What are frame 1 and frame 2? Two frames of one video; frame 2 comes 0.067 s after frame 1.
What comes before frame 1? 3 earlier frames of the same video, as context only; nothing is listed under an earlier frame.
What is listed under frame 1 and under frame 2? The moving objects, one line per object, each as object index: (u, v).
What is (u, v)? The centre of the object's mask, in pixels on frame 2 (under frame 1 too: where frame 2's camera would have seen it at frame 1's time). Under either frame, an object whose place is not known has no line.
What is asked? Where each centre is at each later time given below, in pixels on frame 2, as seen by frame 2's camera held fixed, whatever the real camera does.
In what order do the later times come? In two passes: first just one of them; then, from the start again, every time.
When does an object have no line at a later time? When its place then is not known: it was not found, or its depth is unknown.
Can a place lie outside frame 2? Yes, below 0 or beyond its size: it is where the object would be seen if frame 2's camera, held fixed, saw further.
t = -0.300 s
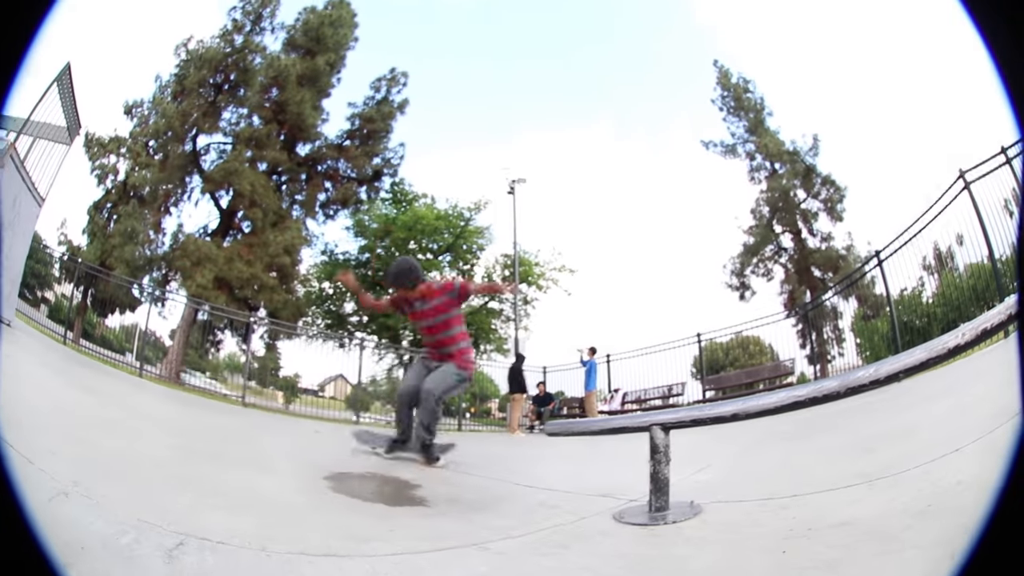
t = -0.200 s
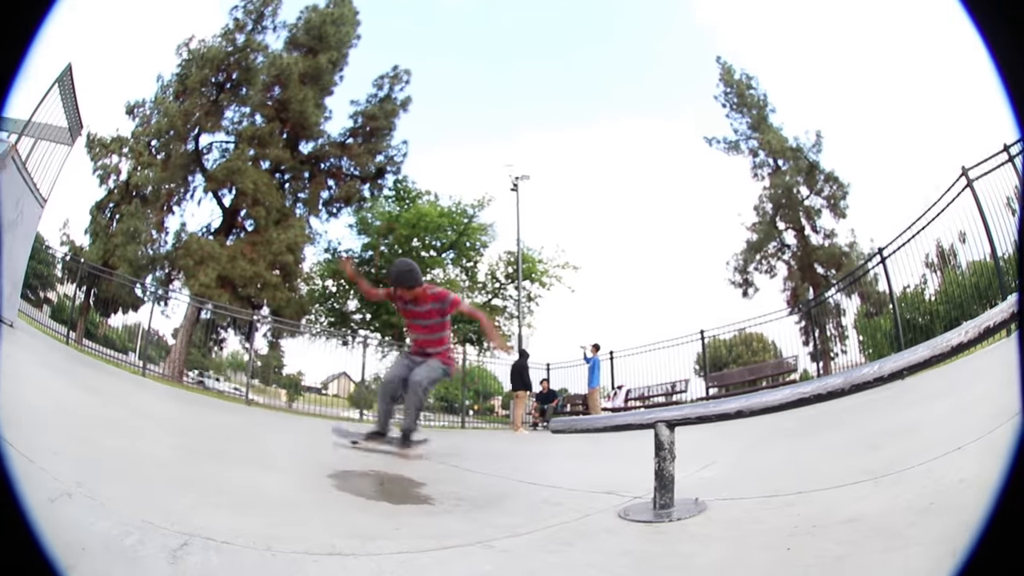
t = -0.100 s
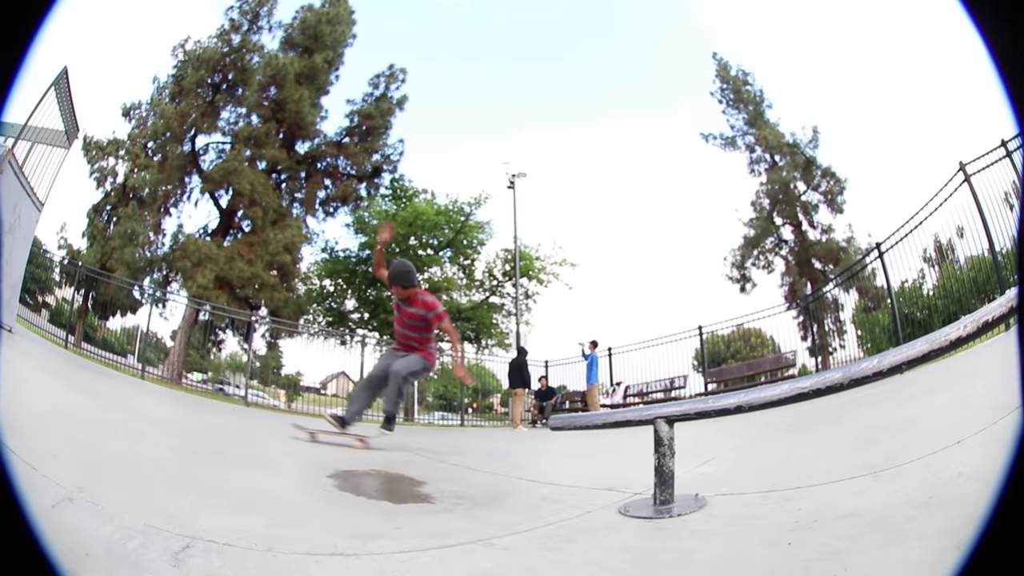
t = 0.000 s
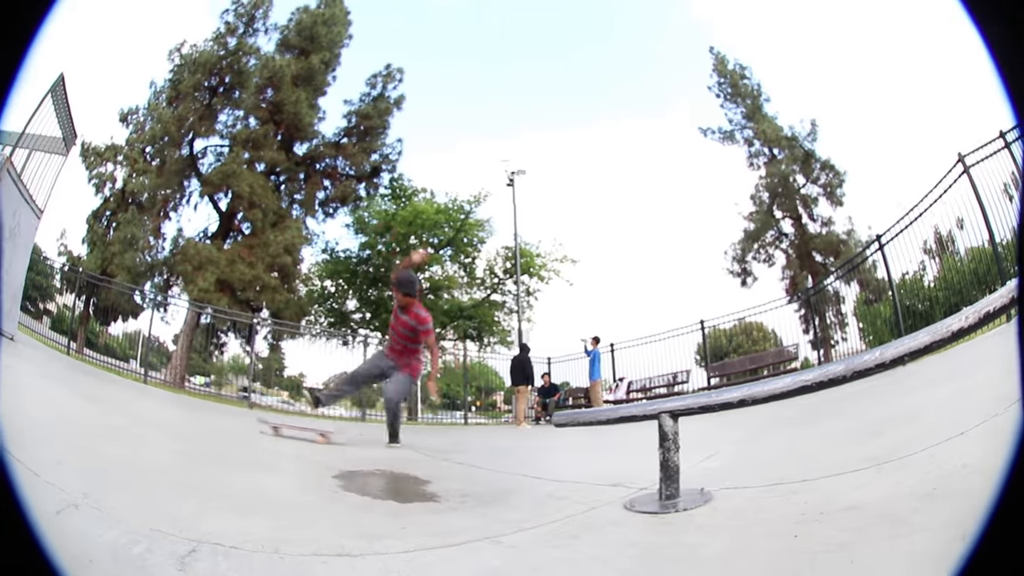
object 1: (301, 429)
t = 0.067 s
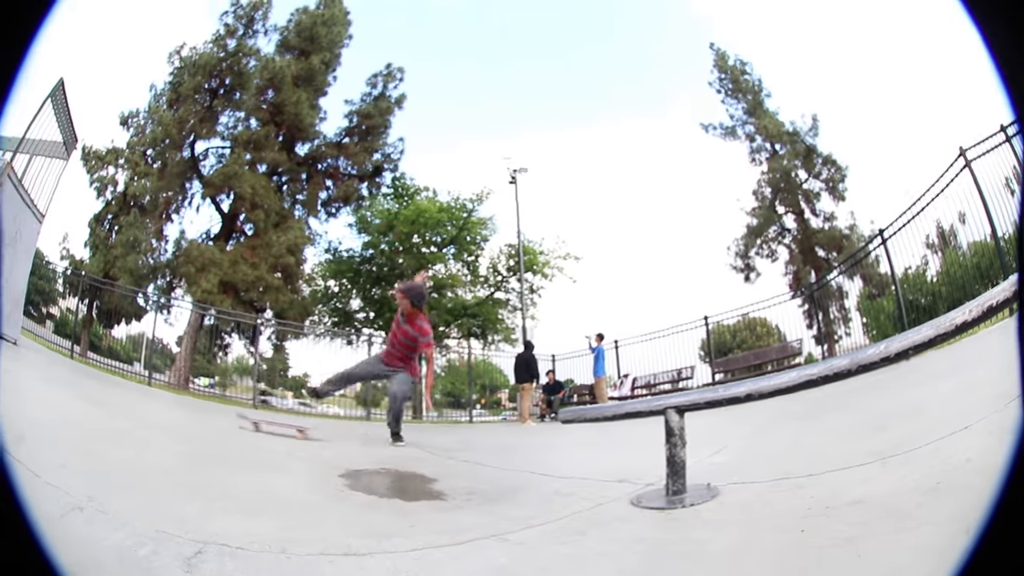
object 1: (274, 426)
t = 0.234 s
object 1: (216, 414)
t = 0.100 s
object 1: (263, 424)
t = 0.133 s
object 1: (253, 422)
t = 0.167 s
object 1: (240, 419)
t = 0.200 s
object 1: (229, 416)
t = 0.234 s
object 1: (216, 414)
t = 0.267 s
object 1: (204, 411)
